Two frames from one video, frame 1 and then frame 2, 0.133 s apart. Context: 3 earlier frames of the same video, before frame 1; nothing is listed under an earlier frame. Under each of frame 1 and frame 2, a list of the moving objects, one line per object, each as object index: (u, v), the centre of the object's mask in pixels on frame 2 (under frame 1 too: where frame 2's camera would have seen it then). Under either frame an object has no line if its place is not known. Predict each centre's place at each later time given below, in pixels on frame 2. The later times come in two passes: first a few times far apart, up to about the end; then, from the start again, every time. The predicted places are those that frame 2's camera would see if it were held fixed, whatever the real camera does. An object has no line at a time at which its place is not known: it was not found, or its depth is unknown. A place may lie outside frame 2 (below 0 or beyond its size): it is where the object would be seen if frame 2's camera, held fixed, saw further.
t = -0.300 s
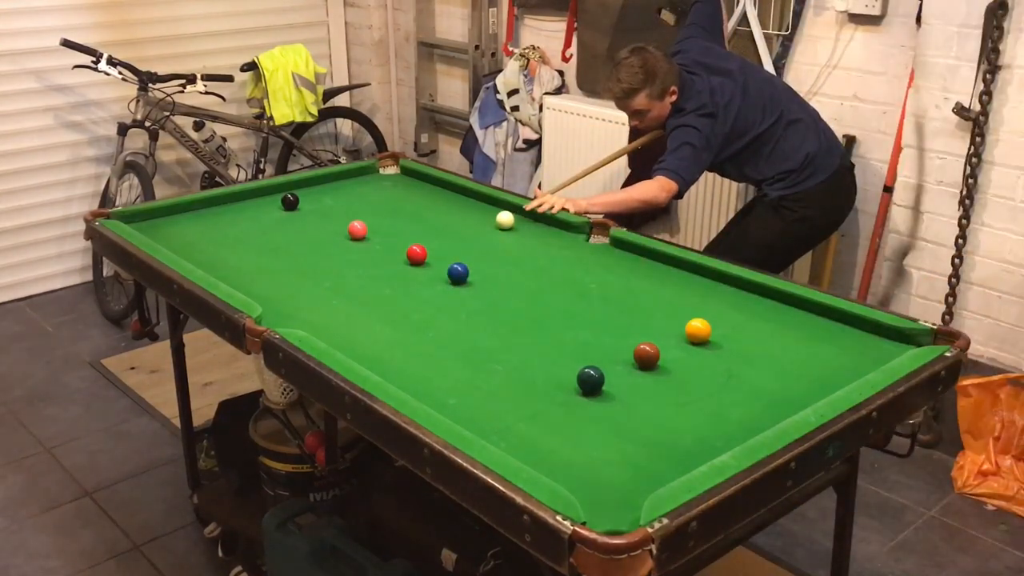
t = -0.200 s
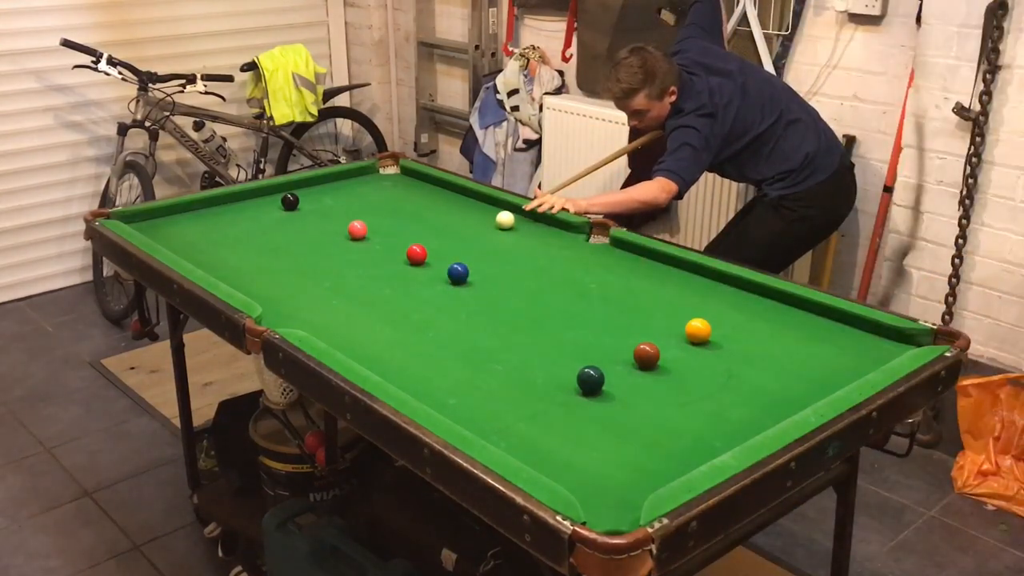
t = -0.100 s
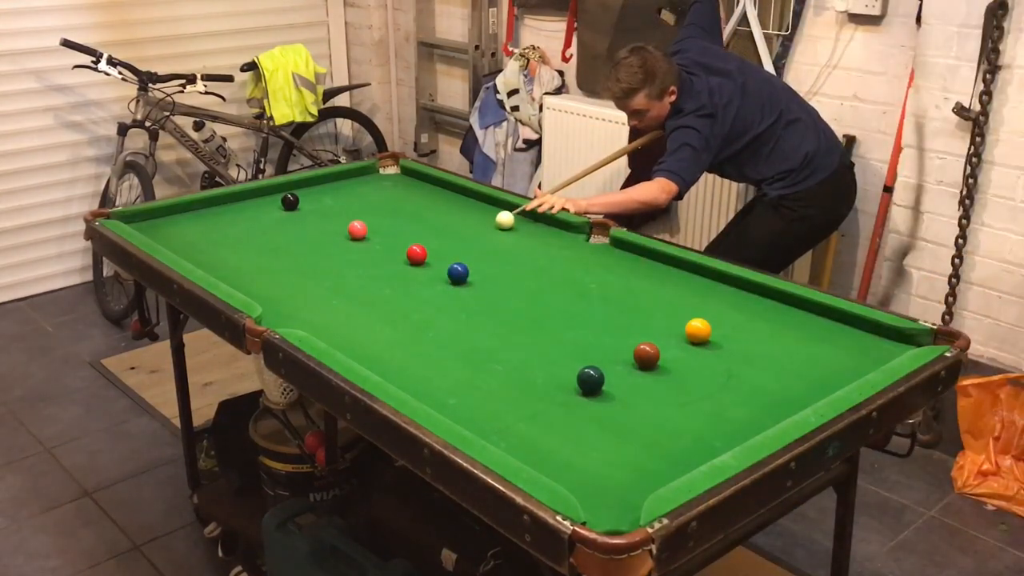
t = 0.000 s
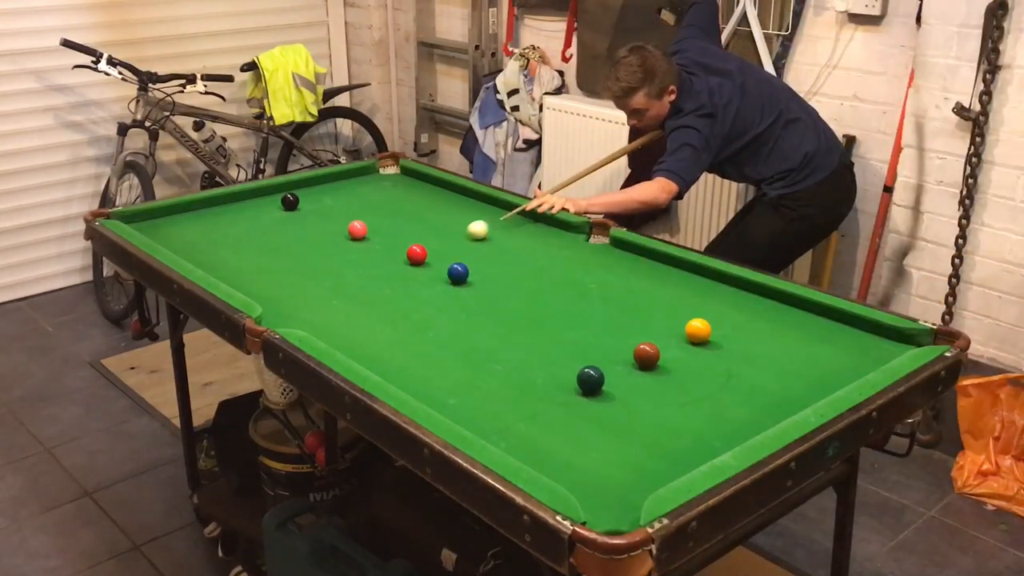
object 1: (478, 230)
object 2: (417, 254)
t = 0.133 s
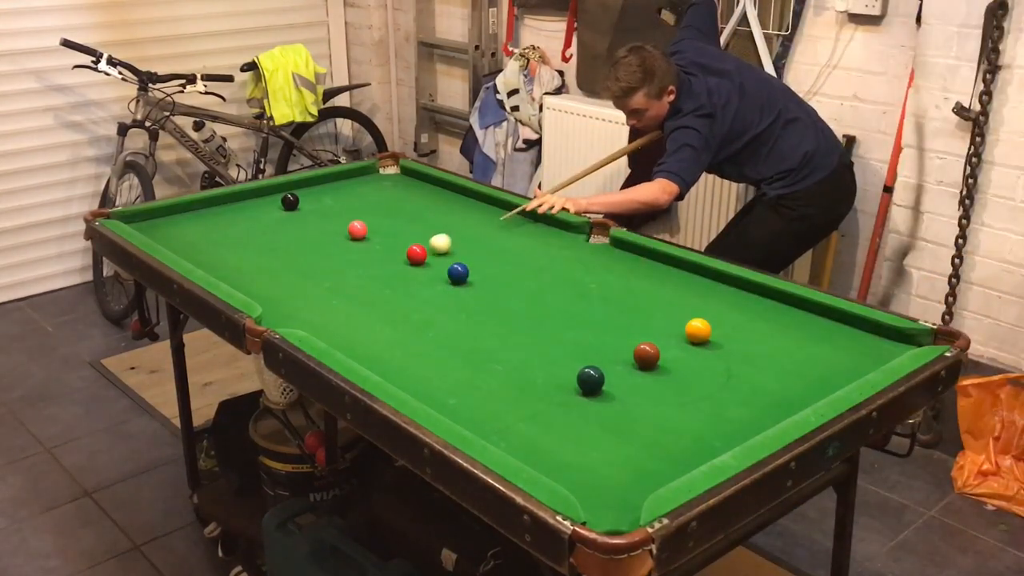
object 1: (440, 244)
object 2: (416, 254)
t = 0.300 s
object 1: (417, 250)
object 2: (391, 266)
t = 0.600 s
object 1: (389, 255)
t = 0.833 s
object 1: (371, 258)
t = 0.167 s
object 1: (432, 247)
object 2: (416, 254)
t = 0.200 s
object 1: (427, 248)
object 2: (410, 257)
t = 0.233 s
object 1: (424, 248)
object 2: (403, 261)
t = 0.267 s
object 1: (421, 249)
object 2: (397, 263)
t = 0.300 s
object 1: (417, 250)
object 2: (391, 266)
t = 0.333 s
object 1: (414, 250)
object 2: (385, 269)
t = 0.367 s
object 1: (411, 251)
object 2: (379, 272)
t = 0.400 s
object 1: (407, 251)
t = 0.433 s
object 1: (404, 252)
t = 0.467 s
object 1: (401, 253)
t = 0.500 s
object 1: (398, 253)
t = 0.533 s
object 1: (395, 254)
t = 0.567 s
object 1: (392, 254)
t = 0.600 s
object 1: (389, 255)
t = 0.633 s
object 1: (386, 255)
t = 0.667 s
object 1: (384, 256)
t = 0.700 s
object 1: (381, 256)
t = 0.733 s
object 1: (378, 257)
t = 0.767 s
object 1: (376, 257)
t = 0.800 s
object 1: (373, 258)
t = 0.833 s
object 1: (371, 258)
